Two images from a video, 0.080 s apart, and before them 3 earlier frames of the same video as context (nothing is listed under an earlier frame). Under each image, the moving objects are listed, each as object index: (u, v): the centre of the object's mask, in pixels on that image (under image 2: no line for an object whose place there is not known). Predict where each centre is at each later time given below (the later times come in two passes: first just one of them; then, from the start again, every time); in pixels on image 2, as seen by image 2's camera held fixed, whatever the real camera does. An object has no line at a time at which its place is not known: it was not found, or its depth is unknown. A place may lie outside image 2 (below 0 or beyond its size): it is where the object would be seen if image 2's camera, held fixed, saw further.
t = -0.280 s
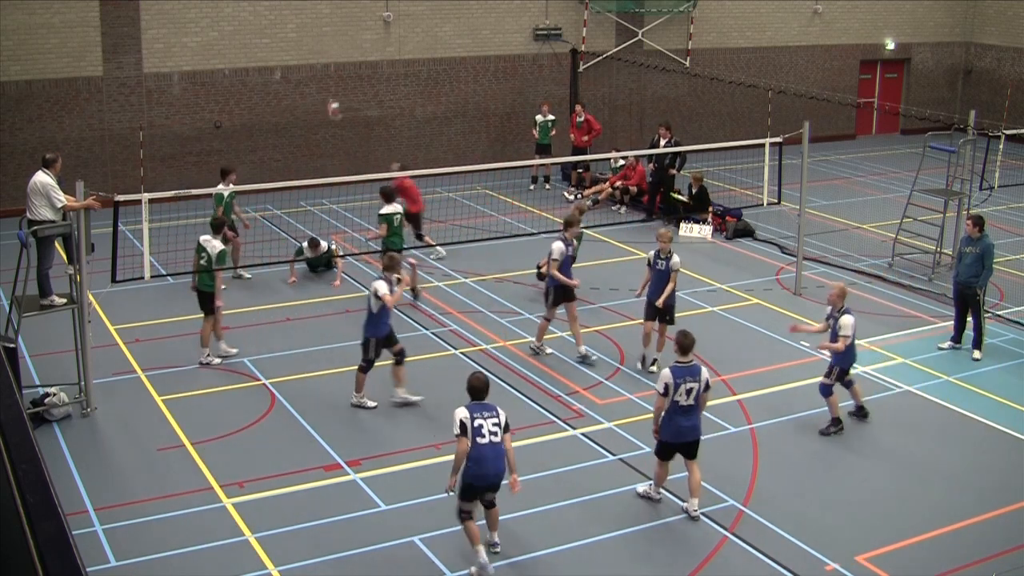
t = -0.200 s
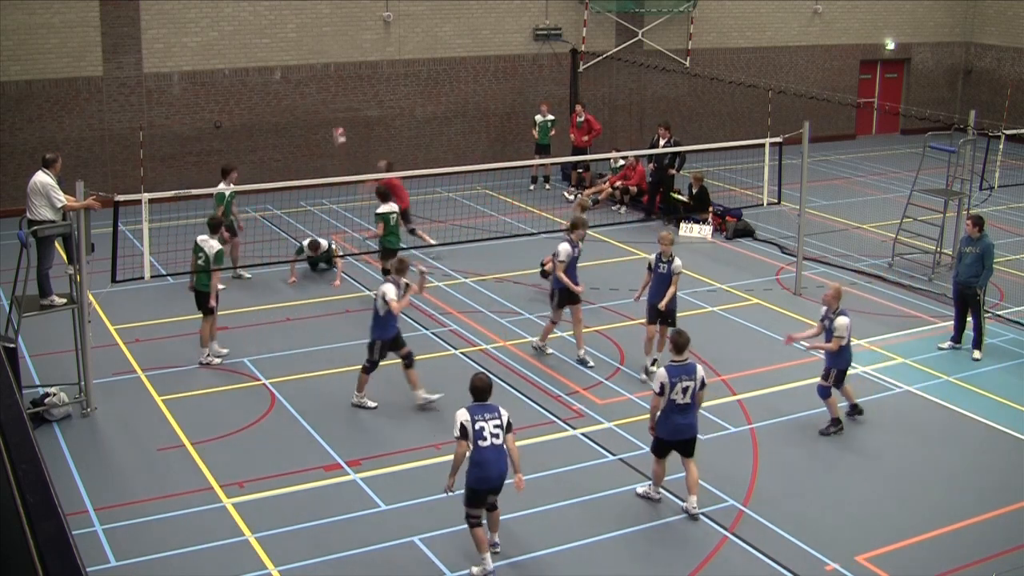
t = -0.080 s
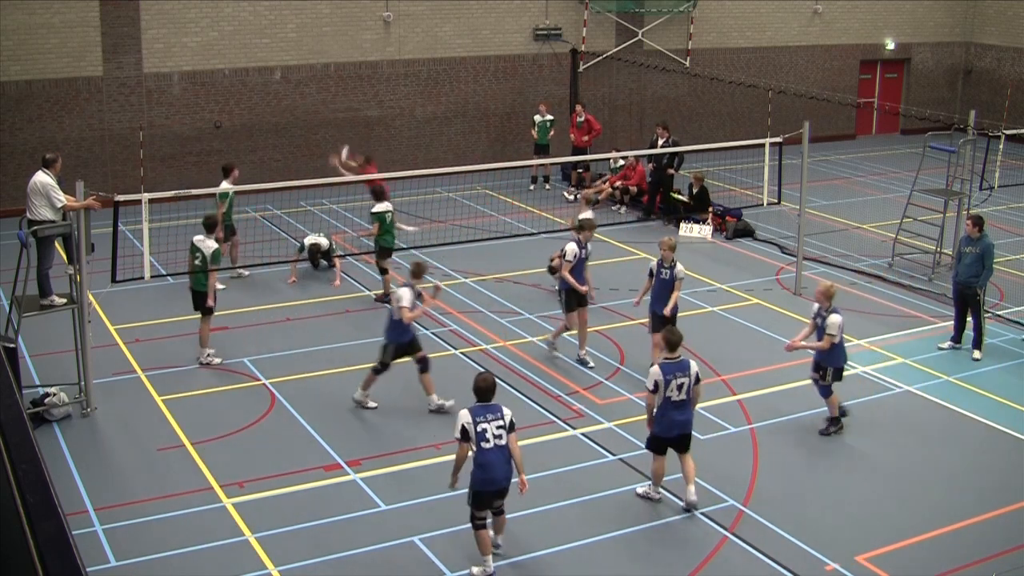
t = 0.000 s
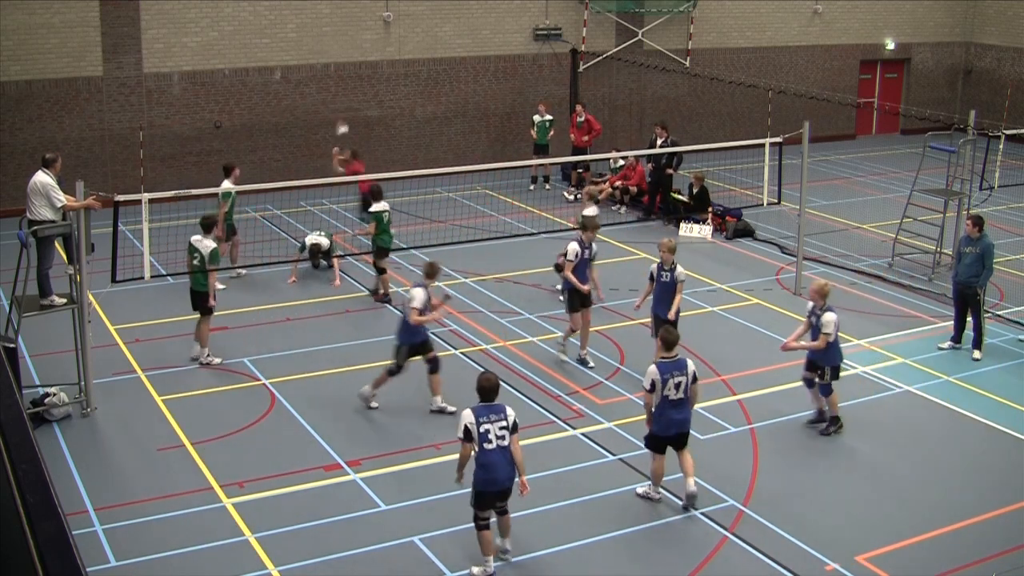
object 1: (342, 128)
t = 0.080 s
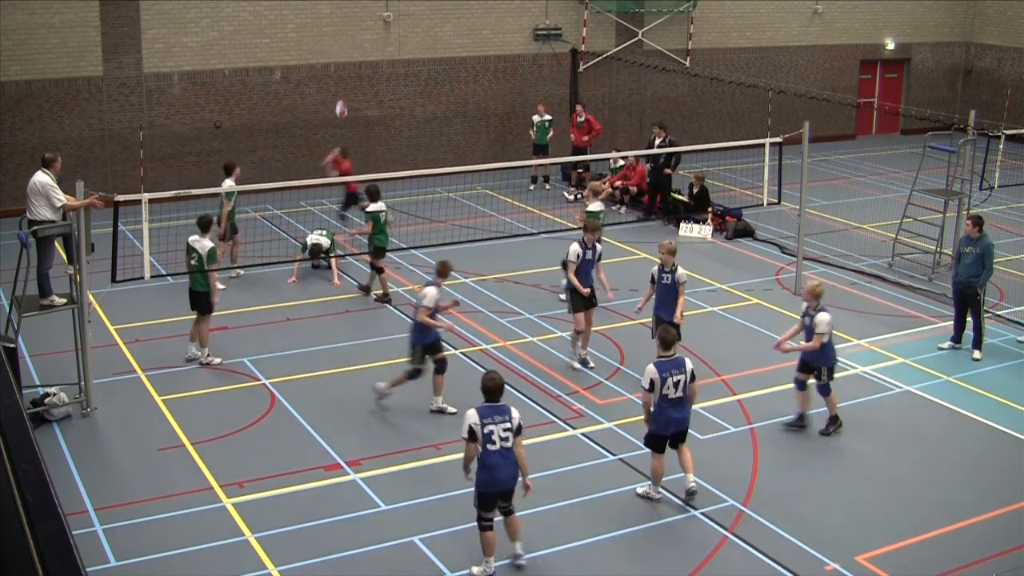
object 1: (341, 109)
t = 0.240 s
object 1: (337, 77)
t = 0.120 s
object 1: (339, 100)
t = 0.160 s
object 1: (339, 92)
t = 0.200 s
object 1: (338, 84)
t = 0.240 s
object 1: (337, 77)
